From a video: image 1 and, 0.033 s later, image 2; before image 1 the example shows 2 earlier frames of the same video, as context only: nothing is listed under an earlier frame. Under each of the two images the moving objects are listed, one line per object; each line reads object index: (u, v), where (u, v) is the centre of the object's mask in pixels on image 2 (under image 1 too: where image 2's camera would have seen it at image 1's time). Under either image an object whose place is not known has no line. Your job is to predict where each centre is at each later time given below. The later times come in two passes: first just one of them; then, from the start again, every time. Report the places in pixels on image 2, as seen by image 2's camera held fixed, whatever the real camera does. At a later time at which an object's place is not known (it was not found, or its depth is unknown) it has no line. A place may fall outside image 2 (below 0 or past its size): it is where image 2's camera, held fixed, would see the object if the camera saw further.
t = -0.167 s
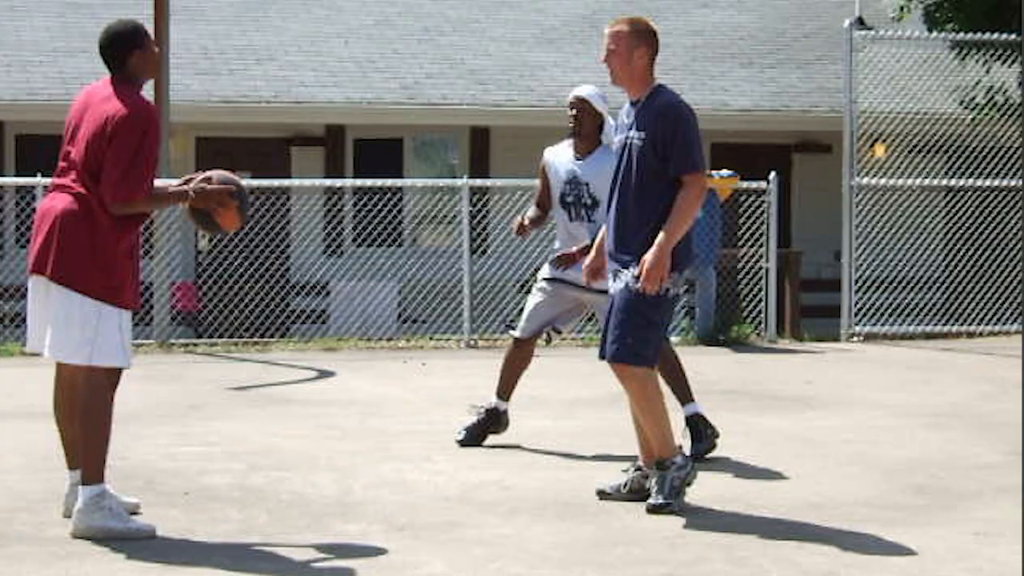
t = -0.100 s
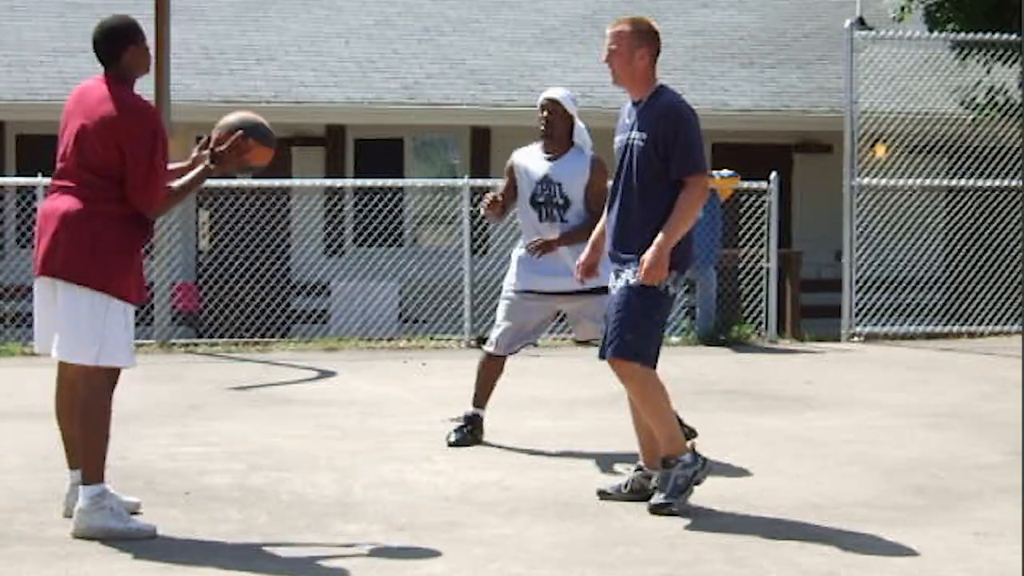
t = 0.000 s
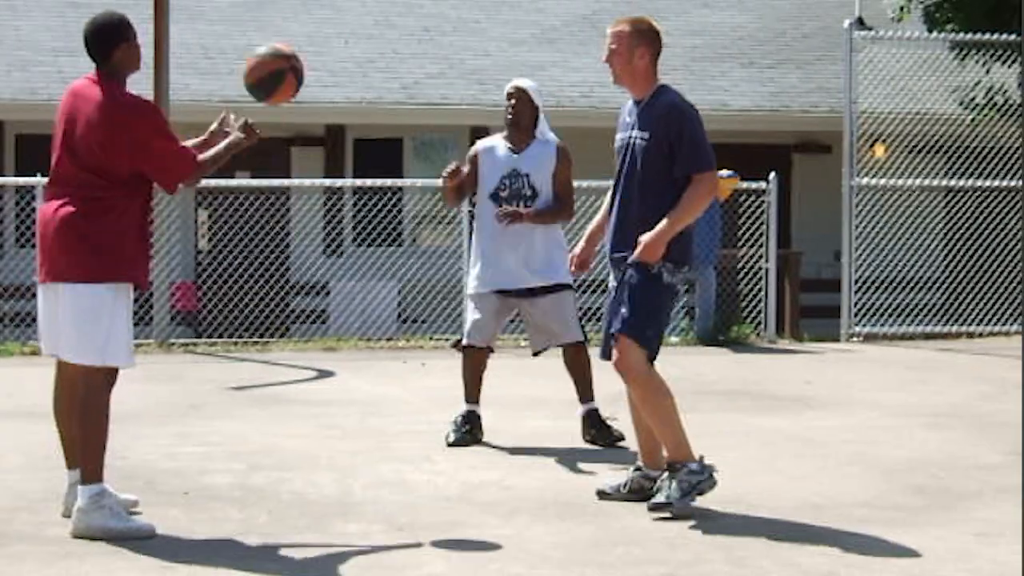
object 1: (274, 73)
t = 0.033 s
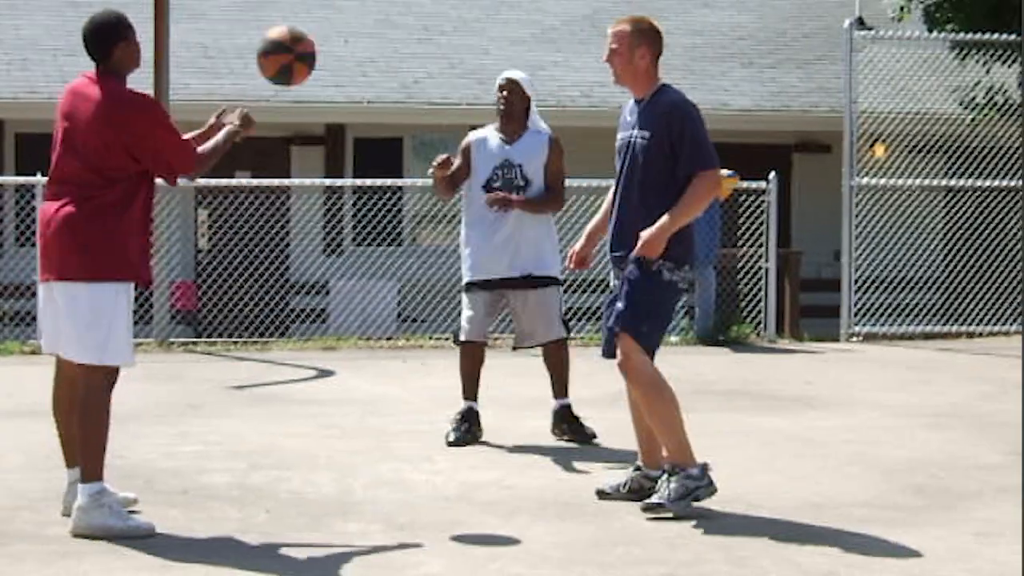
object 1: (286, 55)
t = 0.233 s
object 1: (355, 21)
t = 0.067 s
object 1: (298, 42)
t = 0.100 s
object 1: (312, 32)
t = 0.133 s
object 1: (324, 26)
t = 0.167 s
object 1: (335, 22)
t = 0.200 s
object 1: (345, 20)
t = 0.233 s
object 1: (355, 21)
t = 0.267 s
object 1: (365, 22)
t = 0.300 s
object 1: (376, 25)
